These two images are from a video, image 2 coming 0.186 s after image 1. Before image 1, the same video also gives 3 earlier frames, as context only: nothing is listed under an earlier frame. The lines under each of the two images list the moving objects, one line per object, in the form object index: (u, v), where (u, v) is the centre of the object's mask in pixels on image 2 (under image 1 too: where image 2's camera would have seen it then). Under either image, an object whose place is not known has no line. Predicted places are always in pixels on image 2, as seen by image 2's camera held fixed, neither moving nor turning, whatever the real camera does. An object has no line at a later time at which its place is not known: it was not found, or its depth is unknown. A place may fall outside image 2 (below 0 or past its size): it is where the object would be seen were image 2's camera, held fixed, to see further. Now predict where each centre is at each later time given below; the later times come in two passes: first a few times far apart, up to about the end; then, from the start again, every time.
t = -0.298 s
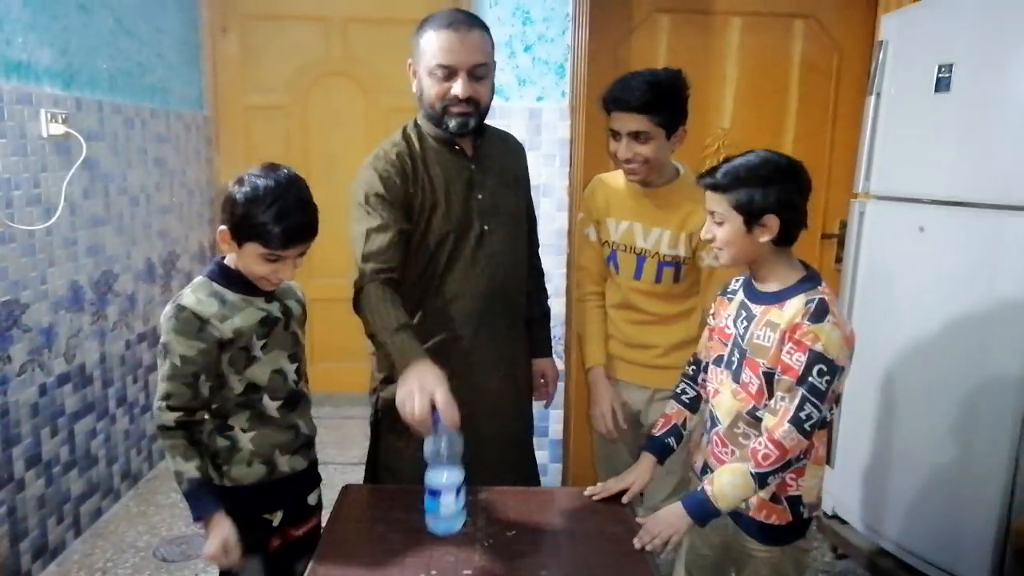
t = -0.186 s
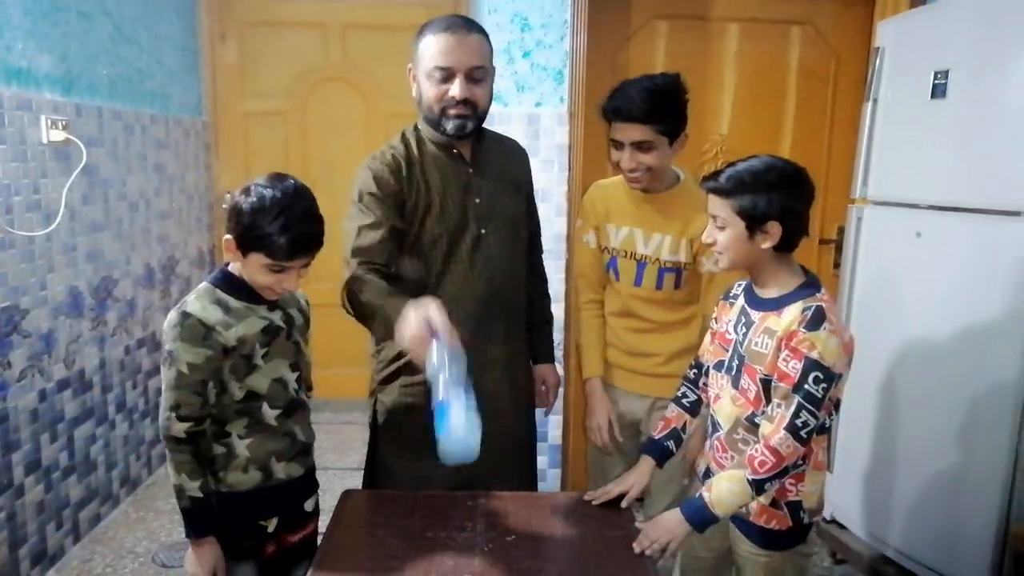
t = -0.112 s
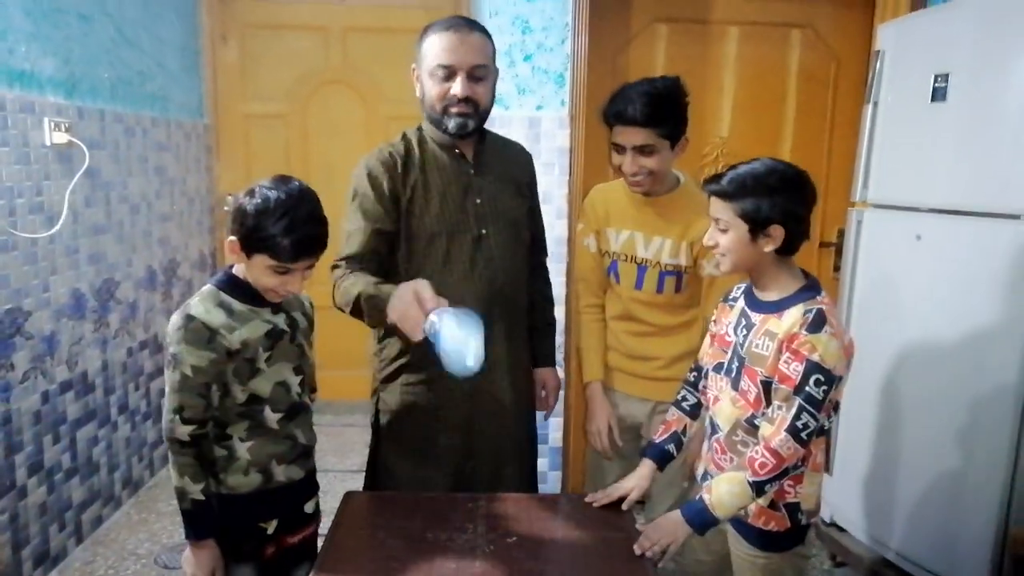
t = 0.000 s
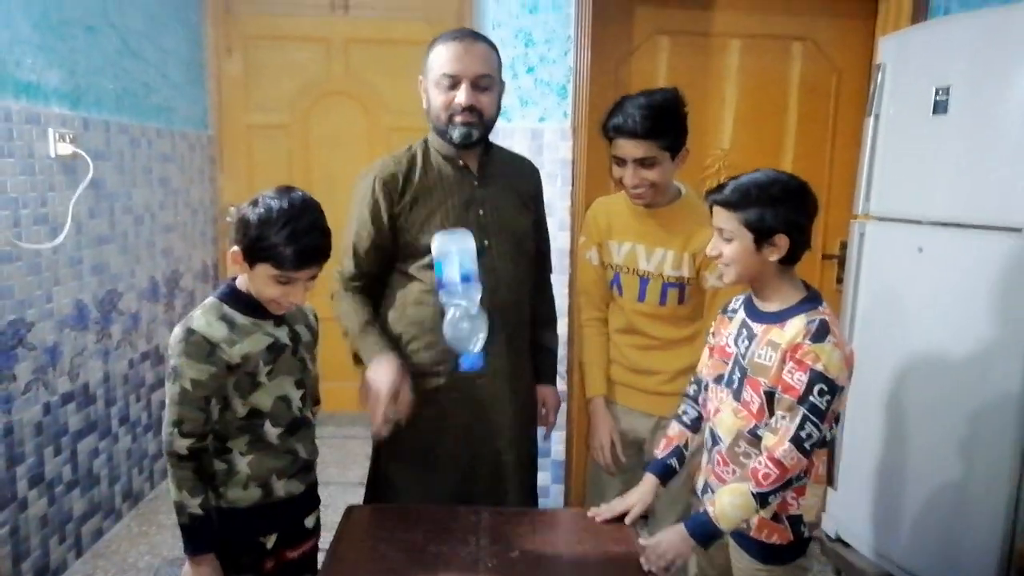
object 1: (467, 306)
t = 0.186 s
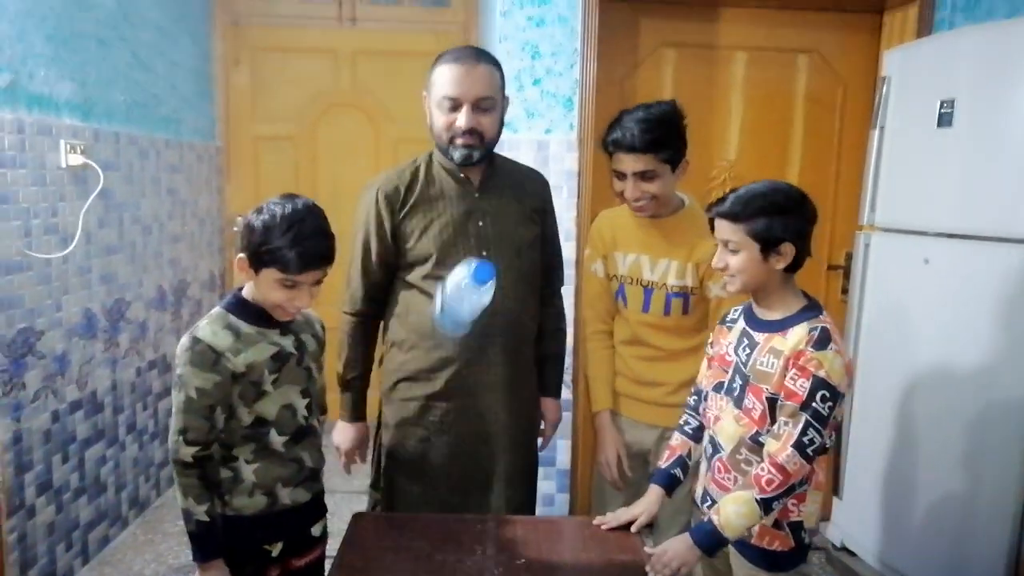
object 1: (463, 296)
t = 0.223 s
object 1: (461, 323)
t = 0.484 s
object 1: (447, 544)
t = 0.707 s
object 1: (438, 542)
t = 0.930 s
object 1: (430, 560)
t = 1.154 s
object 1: (420, 561)
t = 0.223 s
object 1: (461, 323)
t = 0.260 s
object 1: (458, 360)
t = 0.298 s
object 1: (455, 407)
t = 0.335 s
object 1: (451, 462)
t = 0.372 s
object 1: (448, 518)
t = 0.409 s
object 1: (446, 540)
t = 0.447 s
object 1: (447, 542)
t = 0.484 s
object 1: (447, 544)
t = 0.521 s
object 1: (446, 546)
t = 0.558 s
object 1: (446, 546)
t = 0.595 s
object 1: (445, 546)
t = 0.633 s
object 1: (443, 545)
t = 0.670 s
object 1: (440, 543)
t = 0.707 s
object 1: (438, 542)
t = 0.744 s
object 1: (435, 543)
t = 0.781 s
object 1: (433, 545)
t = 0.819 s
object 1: (432, 551)
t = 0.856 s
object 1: (430, 561)
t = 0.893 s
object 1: (430, 559)
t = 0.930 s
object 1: (430, 560)
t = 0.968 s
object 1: (428, 561)
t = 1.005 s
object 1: (424, 562)
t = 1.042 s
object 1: (423, 561)
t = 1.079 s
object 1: (422, 561)
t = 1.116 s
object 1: (421, 561)
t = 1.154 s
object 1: (420, 561)
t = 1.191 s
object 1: (419, 561)
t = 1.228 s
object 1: (418, 561)
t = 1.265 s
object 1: (418, 561)
